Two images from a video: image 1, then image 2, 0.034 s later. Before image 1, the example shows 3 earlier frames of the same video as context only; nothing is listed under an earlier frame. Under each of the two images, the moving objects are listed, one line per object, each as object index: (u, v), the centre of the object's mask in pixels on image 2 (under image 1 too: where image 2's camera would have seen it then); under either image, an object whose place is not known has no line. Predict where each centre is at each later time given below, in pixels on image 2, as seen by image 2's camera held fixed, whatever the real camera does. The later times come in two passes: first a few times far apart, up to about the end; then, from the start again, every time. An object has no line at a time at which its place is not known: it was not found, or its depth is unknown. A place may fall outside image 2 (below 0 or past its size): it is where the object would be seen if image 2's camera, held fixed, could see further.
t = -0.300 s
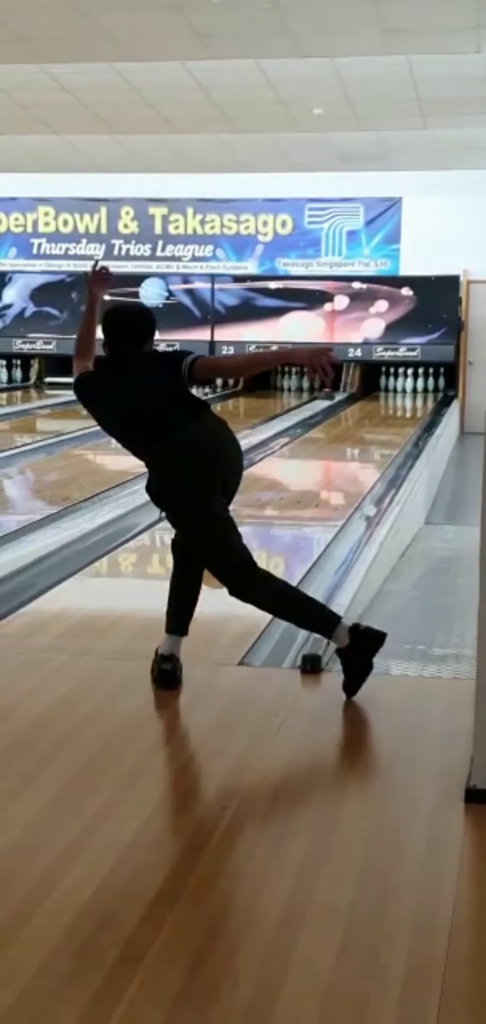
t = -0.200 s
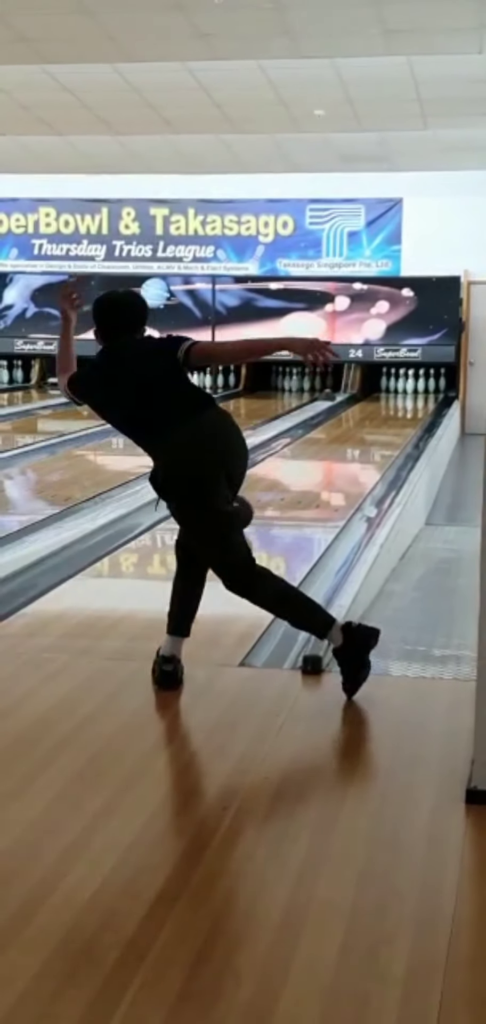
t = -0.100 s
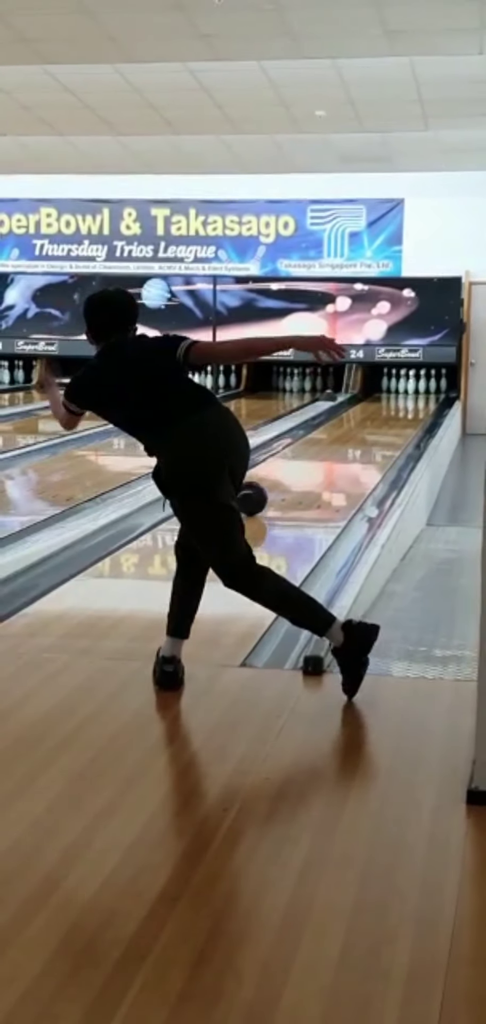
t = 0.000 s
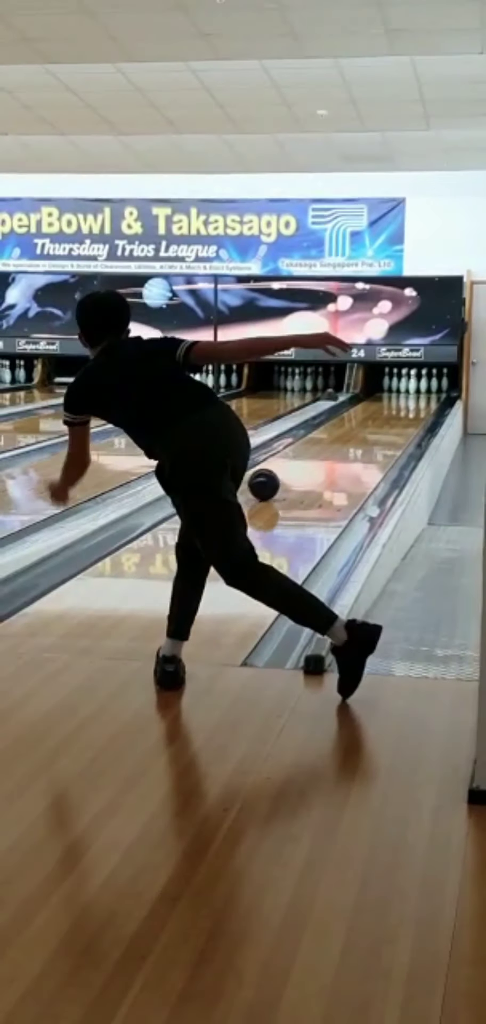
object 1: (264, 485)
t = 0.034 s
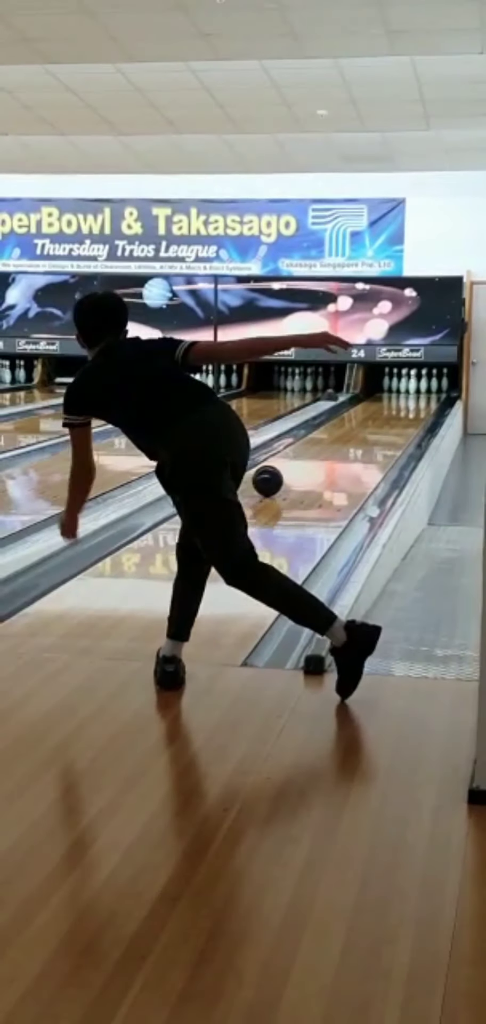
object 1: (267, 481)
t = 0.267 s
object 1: (290, 458)
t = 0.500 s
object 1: (307, 440)
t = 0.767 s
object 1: (324, 426)
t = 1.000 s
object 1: (337, 415)
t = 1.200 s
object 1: (349, 408)
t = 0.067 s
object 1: (271, 477)
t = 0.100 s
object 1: (274, 473)
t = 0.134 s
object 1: (278, 470)
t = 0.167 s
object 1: (281, 467)
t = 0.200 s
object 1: (284, 463)
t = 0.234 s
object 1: (287, 460)
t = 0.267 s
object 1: (290, 458)
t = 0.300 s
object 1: (292, 455)
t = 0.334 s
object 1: (295, 452)
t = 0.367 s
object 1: (298, 450)
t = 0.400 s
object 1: (300, 447)
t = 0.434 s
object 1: (303, 445)
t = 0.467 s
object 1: (305, 442)
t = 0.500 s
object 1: (307, 440)
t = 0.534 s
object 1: (310, 438)
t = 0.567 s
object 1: (312, 437)
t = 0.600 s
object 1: (314, 435)
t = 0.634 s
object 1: (316, 433)
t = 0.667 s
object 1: (318, 431)
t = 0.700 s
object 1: (320, 429)
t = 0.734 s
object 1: (322, 428)
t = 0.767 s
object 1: (324, 426)
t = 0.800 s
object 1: (326, 424)
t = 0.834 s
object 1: (328, 422)
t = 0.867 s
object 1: (330, 421)
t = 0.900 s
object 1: (332, 419)
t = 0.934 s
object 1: (334, 418)
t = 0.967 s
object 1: (335, 416)
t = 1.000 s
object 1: (337, 415)
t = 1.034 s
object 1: (339, 414)
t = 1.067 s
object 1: (342, 413)
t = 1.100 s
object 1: (343, 411)
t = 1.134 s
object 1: (345, 410)
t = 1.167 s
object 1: (347, 409)
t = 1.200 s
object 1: (349, 408)
